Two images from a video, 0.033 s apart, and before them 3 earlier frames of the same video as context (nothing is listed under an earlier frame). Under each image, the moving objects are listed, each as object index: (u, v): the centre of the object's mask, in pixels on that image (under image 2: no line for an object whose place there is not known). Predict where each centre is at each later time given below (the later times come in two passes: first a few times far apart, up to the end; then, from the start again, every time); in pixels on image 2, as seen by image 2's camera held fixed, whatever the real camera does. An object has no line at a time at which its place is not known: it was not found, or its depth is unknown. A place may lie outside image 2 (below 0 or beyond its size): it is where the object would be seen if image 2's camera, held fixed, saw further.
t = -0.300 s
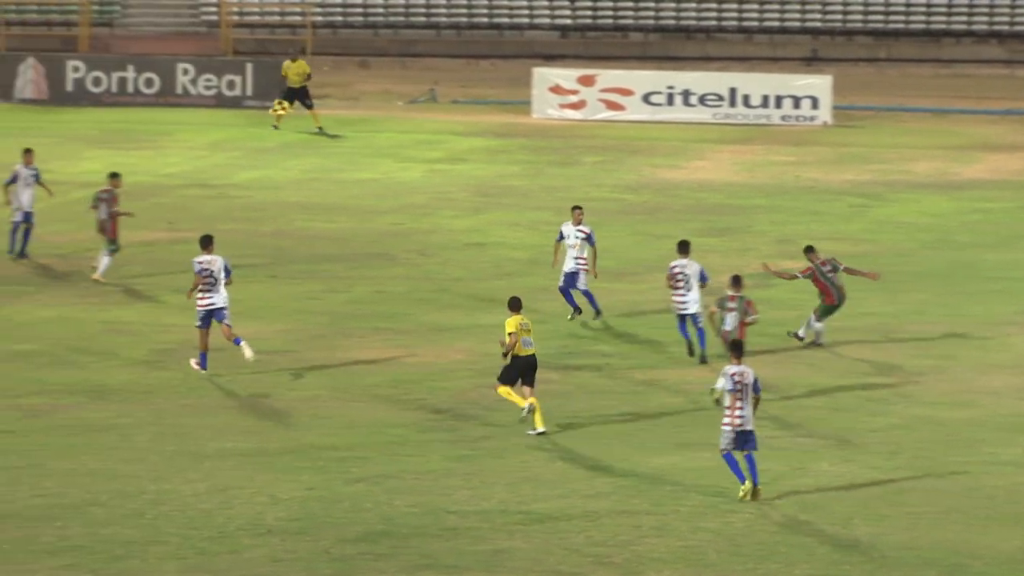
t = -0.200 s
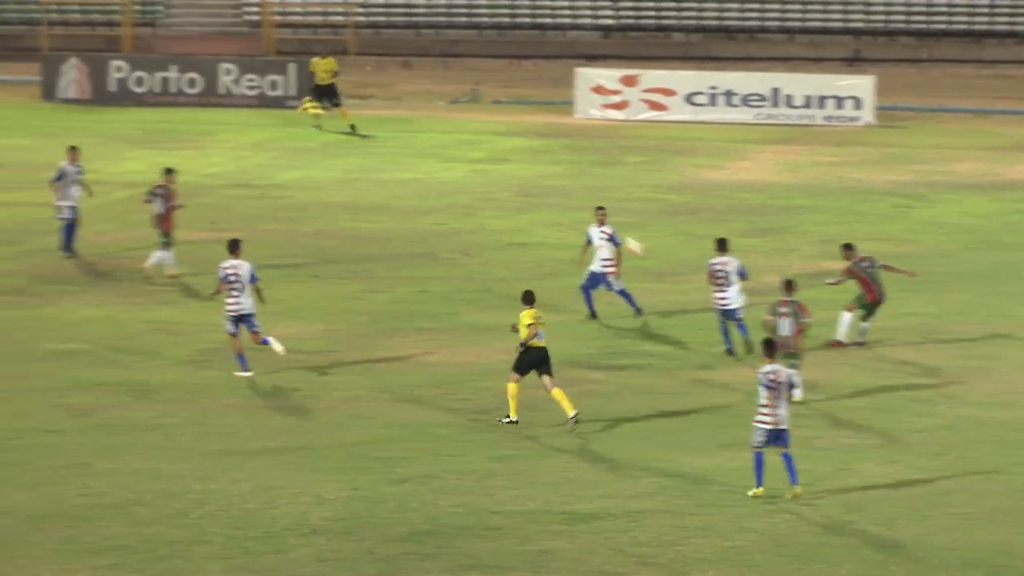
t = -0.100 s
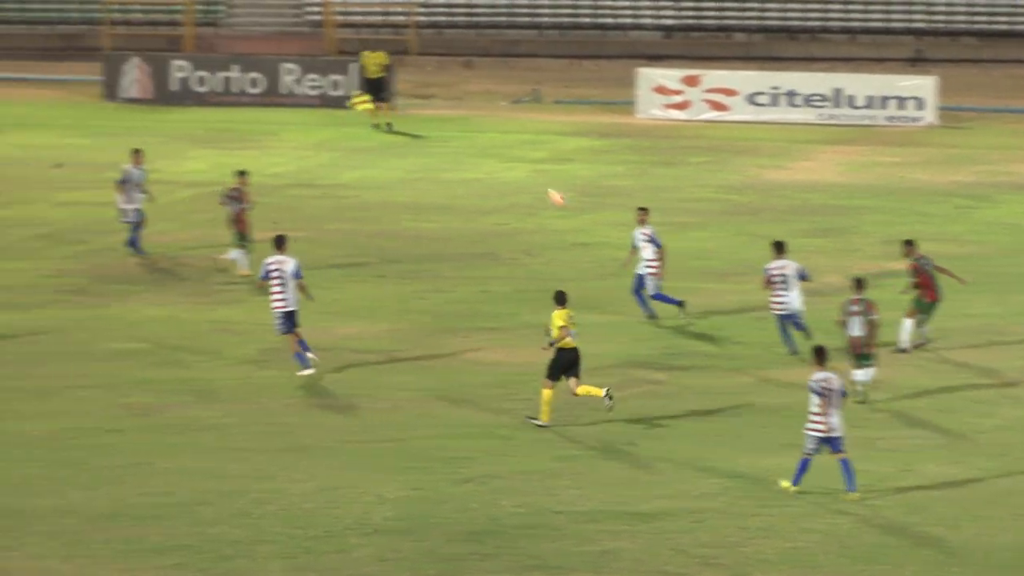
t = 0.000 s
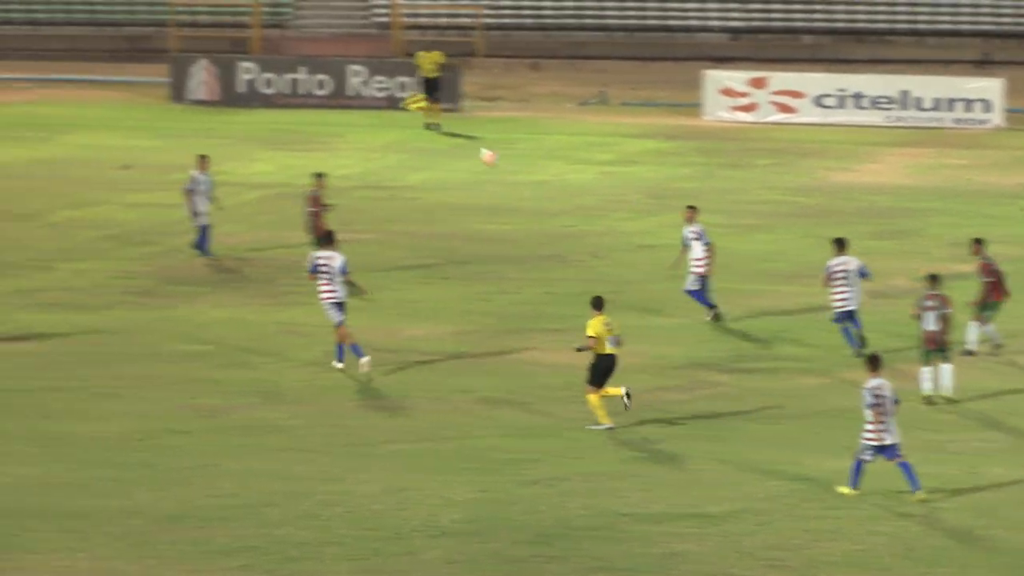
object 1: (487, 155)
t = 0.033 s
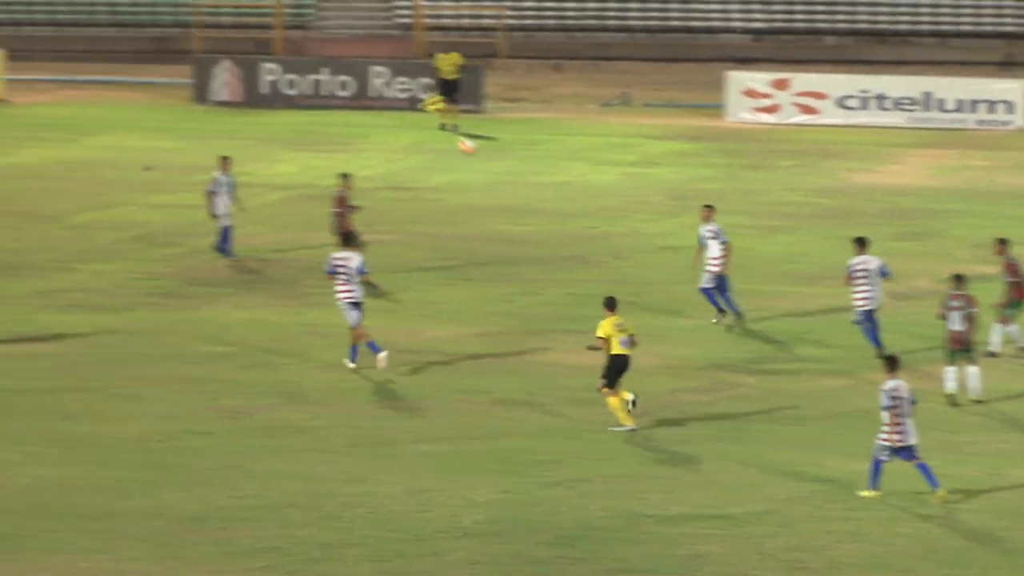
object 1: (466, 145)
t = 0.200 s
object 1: (252, 89)
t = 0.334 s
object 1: (84, 50)
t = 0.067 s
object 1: (422, 133)
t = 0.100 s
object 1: (379, 121)
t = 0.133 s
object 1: (337, 109)
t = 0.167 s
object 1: (294, 98)
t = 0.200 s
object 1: (252, 89)
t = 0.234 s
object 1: (208, 78)
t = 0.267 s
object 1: (166, 69)
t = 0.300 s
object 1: (126, 59)
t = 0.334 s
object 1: (84, 50)
